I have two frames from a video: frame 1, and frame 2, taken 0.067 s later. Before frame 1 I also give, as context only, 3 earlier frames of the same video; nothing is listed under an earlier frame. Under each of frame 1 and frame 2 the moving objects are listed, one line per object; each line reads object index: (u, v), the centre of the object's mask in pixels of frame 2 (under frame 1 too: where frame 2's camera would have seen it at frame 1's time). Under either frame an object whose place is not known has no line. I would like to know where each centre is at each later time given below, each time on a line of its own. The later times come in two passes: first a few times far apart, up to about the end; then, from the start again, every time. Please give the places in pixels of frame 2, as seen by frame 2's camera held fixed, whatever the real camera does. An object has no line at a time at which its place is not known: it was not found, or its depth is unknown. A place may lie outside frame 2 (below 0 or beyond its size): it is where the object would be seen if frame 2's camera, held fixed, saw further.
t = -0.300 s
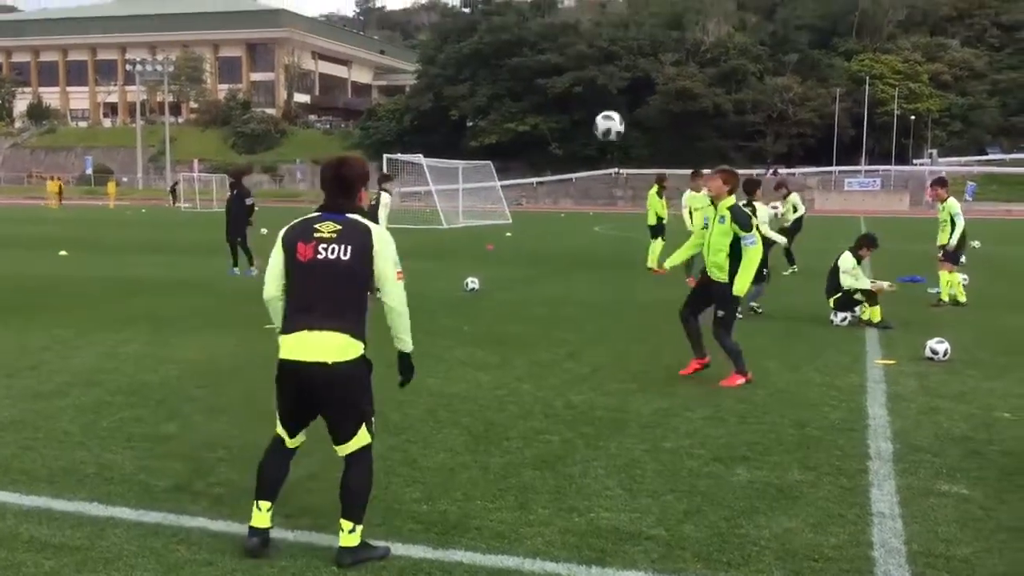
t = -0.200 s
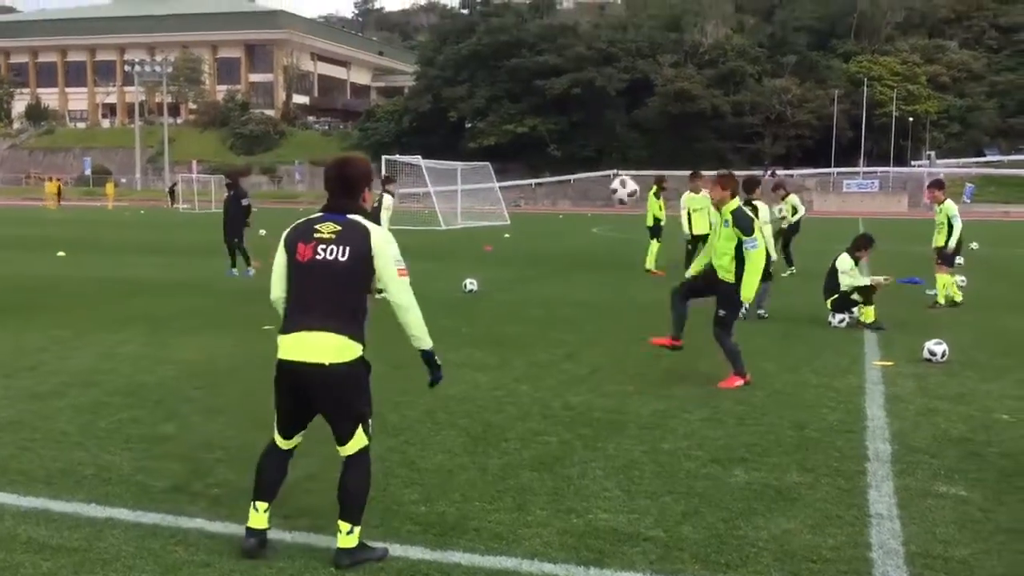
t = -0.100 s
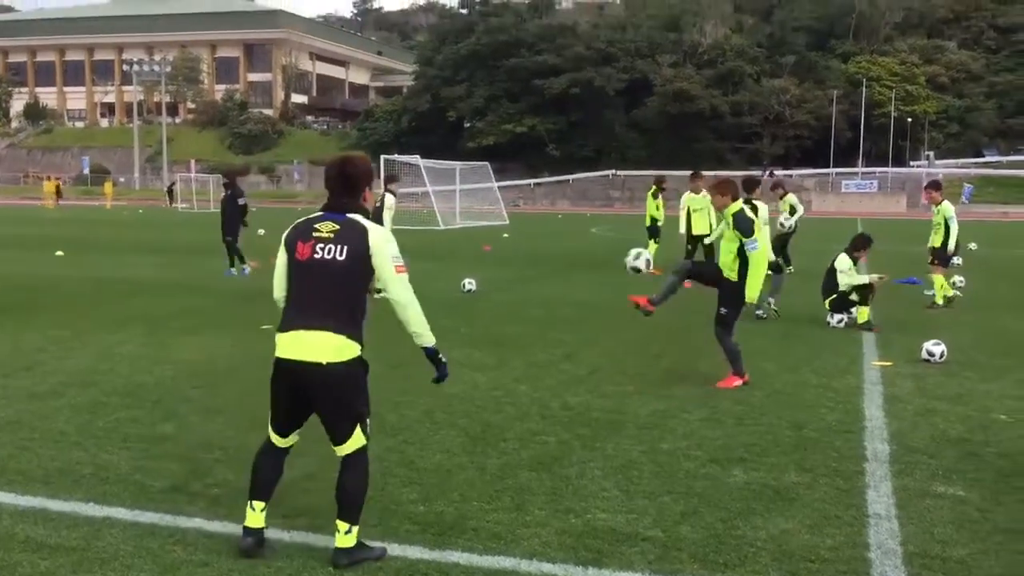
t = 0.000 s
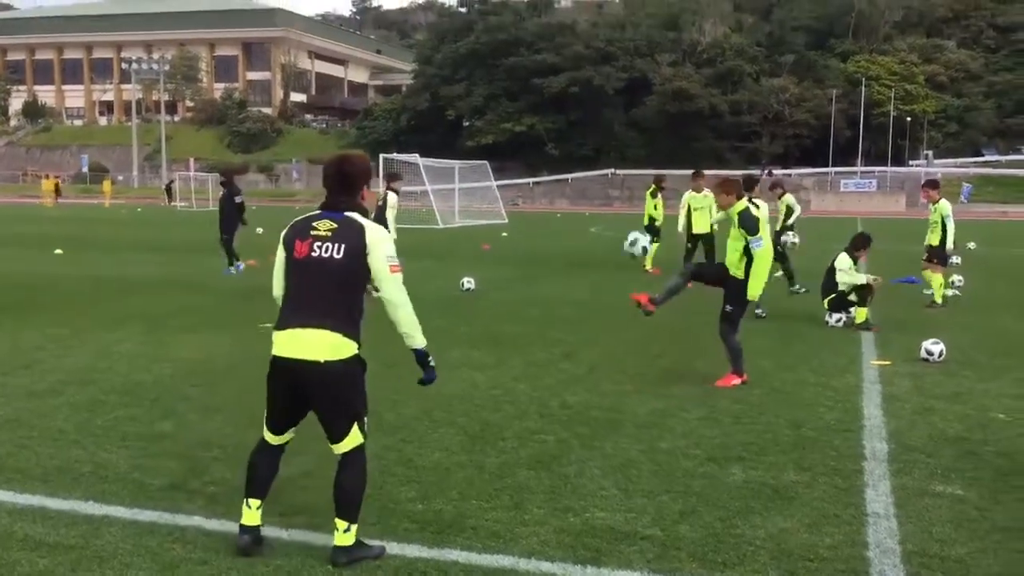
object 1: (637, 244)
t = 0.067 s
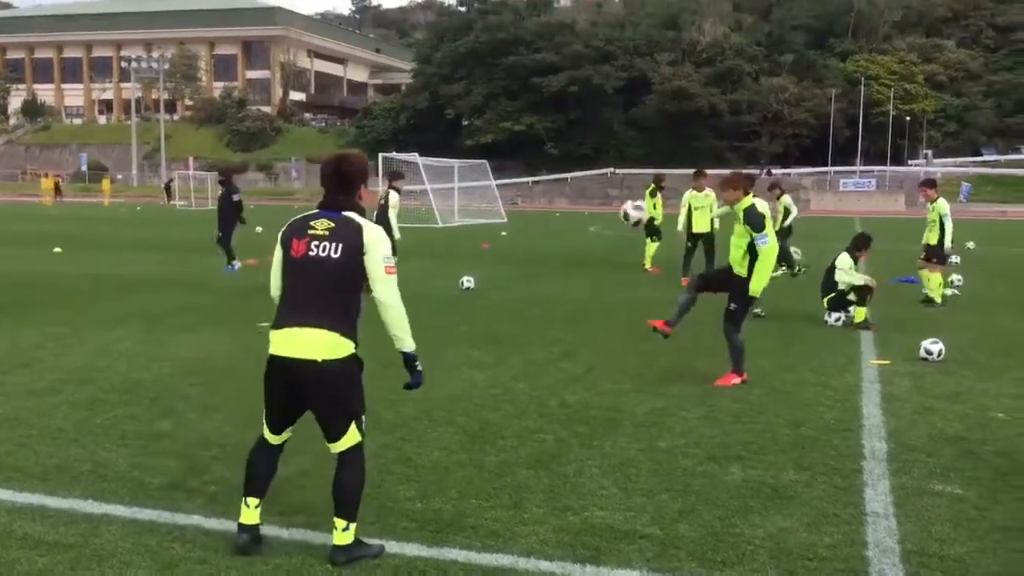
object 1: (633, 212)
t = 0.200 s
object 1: (627, 164)
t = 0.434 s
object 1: (609, 128)
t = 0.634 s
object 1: (589, 164)
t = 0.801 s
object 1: (567, 265)
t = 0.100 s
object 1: (633, 199)
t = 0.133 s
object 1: (631, 187)
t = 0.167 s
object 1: (628, 175)
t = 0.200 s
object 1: (627, 164)
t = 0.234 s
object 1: (624, 156)
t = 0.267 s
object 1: (622, 148)
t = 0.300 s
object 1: (620, 140)
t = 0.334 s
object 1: (618, 136)
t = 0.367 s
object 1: (615, 132)
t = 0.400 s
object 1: (613, 129)
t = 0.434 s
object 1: (609, 128)
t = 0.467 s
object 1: (606, 130)
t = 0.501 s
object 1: (603, 133)
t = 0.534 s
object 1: (600, 137)
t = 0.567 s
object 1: (596, 144)
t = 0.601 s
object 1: (593, 154)
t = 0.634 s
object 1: (589, 164)
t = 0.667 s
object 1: (585, 180)
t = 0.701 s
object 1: (581, 196)
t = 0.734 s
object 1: (576, 216)
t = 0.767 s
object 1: (572, 239)
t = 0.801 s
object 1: (567, 265)
